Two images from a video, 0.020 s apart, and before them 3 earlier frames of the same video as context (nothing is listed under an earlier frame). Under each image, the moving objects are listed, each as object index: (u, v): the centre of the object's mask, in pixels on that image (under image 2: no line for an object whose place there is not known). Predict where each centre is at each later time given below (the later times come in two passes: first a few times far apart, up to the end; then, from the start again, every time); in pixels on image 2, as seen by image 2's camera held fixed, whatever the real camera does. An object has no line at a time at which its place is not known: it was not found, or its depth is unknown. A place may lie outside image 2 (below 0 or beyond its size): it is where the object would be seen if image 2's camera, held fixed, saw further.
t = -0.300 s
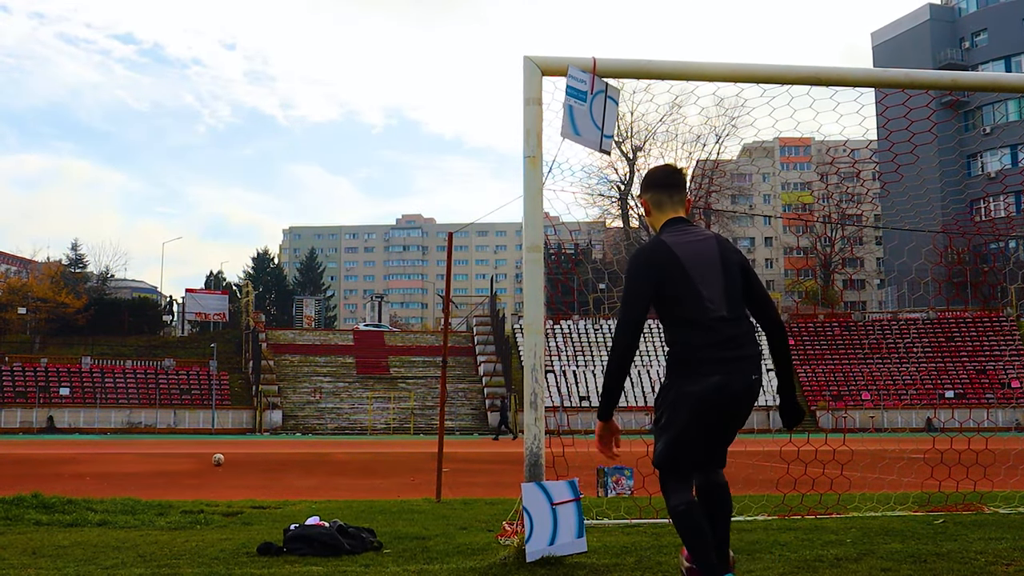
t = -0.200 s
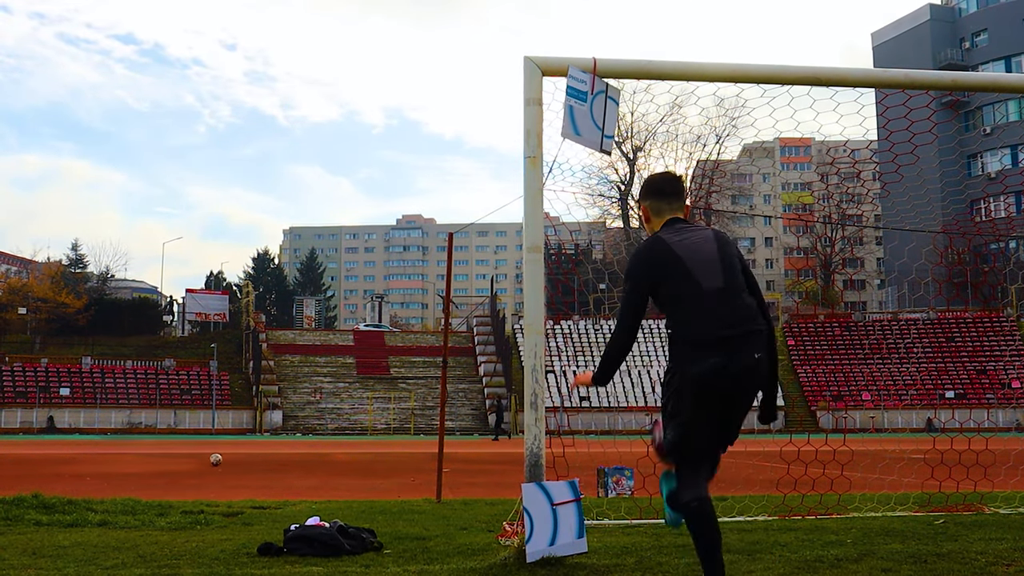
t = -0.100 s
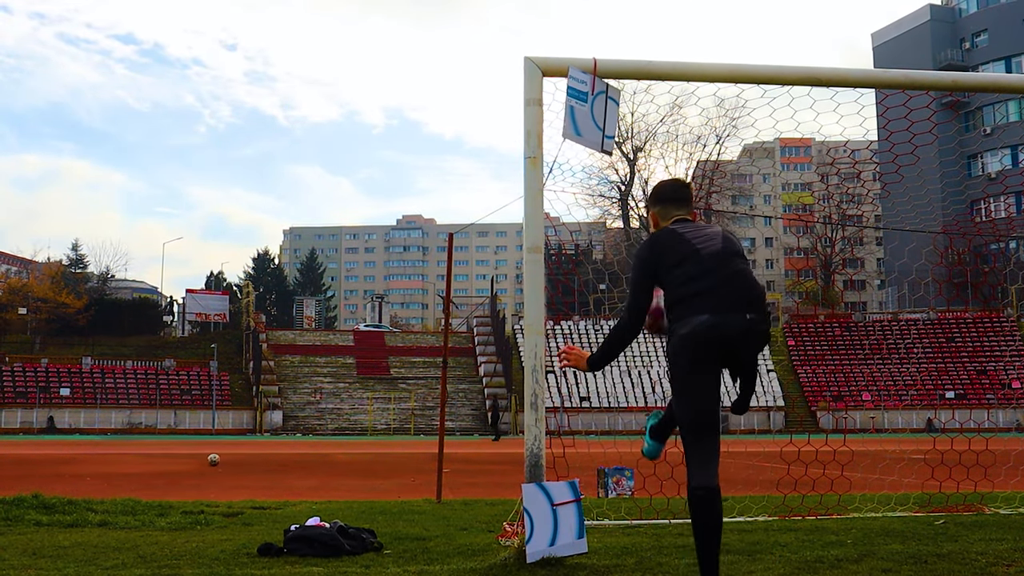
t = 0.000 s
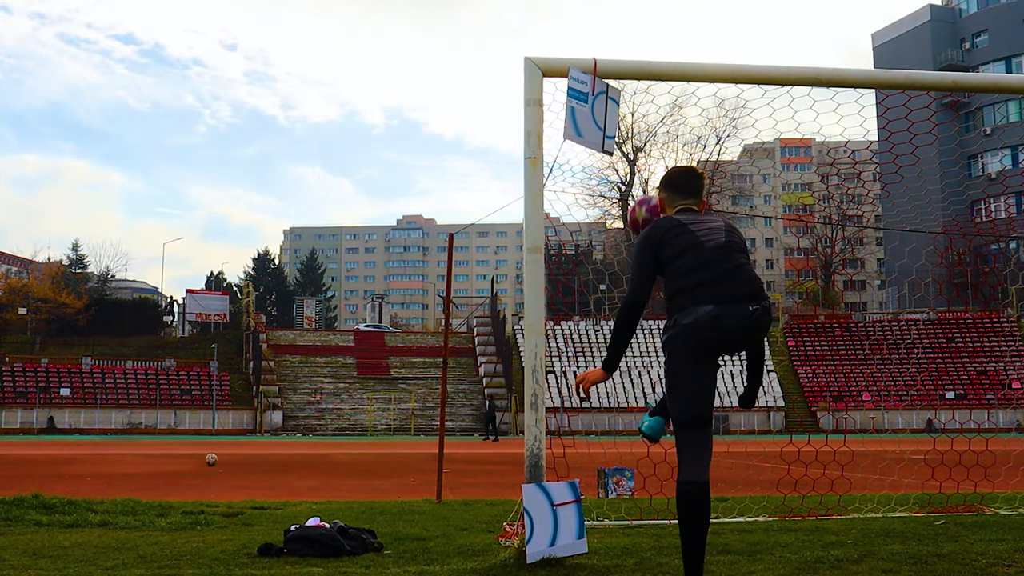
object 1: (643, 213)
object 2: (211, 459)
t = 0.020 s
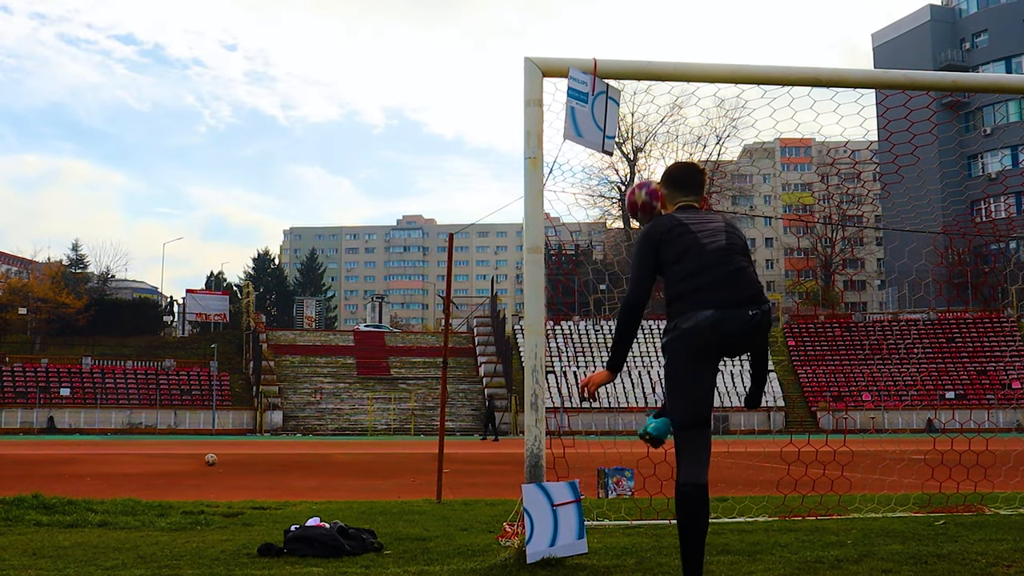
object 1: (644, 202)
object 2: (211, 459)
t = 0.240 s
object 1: (625, 91)
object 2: (205, 459)
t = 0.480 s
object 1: (626, 119)
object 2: (200, 458)
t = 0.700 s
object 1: (638, 270)
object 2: (194, 458)
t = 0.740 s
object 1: (639, 311)
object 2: (193, 458)
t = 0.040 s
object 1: (643, 187)
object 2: (210, 459)
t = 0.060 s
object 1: (643, 172)
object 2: (210, 459)
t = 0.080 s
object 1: (642, 160)
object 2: (209, 459)
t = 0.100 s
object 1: (640, 148)
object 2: (209, 459)
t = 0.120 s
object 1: (637, 138)
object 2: (208, 459)
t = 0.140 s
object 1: (635, 128)
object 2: (208, 459)
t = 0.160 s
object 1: (633, 119)
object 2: (207, 459)
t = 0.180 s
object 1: (631, 111)
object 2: (206, 459)
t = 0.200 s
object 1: (628, 103)
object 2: (206, 459)
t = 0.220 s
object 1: (627, 97)
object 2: (206, 459)
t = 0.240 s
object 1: (625, 91)
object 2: (205, 459)
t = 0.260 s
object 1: (623, 86)
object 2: (205, 458)
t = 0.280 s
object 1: (621, 83)
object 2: (204, 458)
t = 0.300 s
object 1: (619, 80)
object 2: (204, 459)
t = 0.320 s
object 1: (618, 79)
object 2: (203, 459)
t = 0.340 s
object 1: (620, 81)
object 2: (203, 458)
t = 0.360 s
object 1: (621, 84)
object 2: (203, 458)
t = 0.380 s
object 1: (621, 87)
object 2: (202, 459)
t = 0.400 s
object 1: (622, 92)
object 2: (201, 458)
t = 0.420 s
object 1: (623, 97)
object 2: (201, 459)
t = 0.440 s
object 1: (624, 104)
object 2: (200, 458)
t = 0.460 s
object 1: (625, 111)
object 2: (200, 458)
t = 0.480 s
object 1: (626, 119)
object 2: (200, 458)
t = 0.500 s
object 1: (627, 129)
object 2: (199, 458)
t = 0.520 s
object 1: (628, 138)
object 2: (198, 458)
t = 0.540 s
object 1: (629, 148)
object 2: (198, 458)
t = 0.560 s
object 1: (630, 160)
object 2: (197, 458)
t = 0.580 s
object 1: (632, 173)
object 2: (197, 458)
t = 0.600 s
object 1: (633, 187)
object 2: (197, 458)
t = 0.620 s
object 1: (634, 202)
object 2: (196, 458)
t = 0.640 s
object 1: (635, 218)
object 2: (195, 458)
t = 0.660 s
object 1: (636, 235)
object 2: (195, 458)
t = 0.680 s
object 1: (637, 252)
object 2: (194, 458)
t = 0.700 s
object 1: (638, 270)
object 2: (194, 458)
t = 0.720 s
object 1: (639, 291)
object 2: (194, 458)
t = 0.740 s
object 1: (639, 311)
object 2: (193, 458)
